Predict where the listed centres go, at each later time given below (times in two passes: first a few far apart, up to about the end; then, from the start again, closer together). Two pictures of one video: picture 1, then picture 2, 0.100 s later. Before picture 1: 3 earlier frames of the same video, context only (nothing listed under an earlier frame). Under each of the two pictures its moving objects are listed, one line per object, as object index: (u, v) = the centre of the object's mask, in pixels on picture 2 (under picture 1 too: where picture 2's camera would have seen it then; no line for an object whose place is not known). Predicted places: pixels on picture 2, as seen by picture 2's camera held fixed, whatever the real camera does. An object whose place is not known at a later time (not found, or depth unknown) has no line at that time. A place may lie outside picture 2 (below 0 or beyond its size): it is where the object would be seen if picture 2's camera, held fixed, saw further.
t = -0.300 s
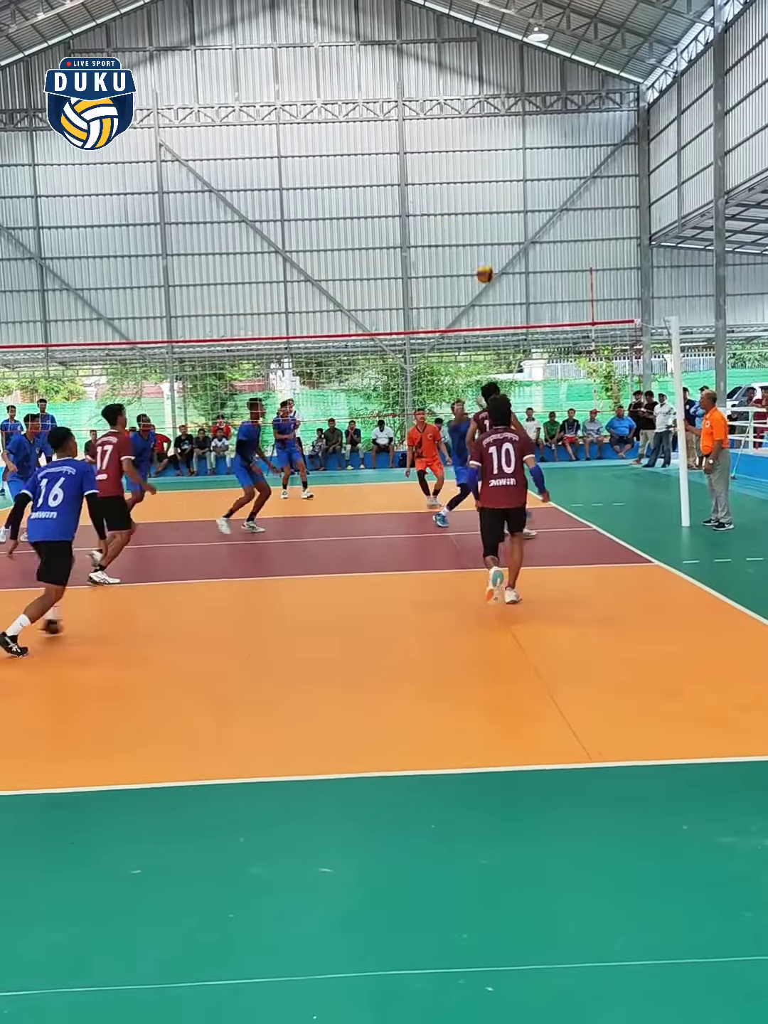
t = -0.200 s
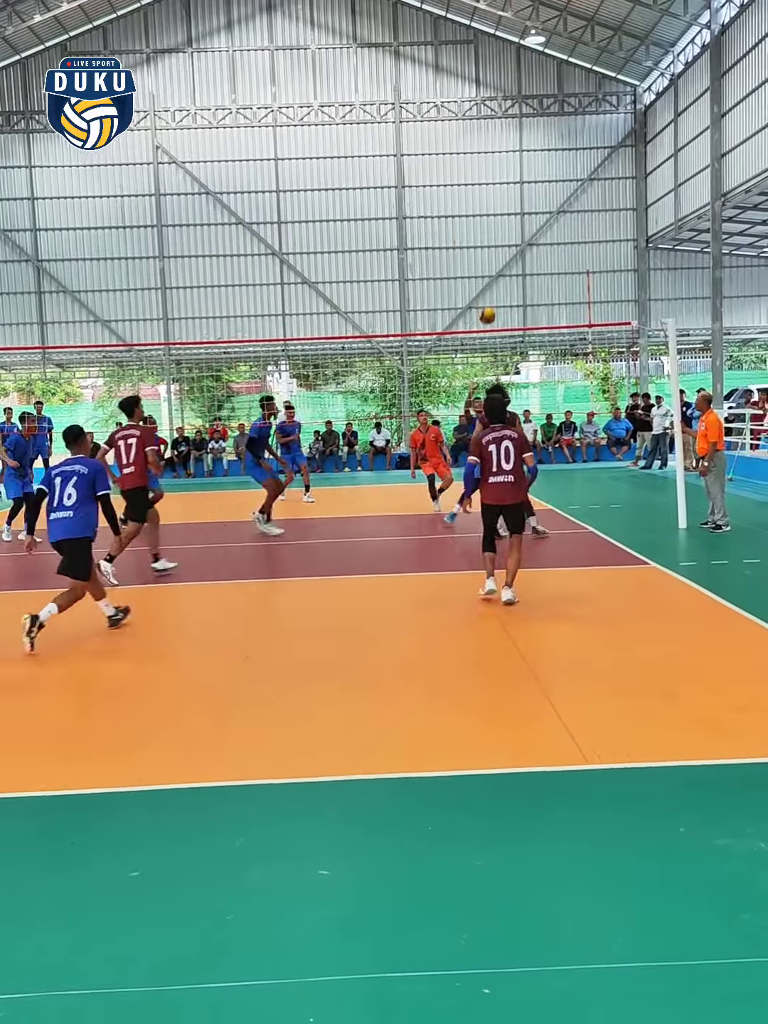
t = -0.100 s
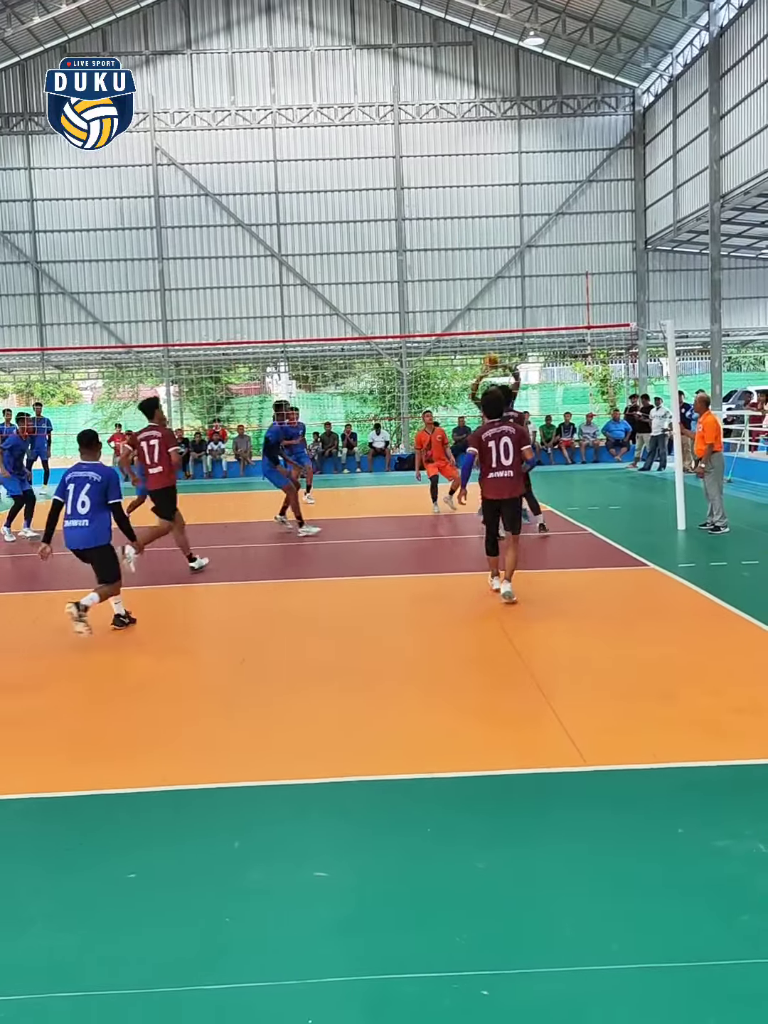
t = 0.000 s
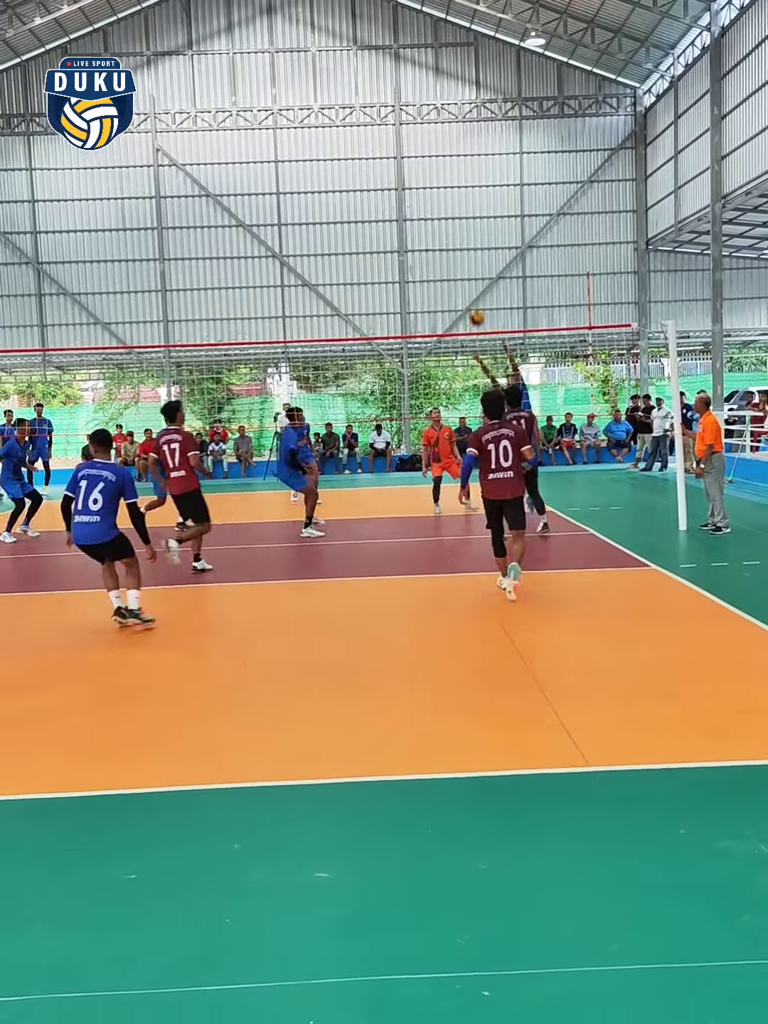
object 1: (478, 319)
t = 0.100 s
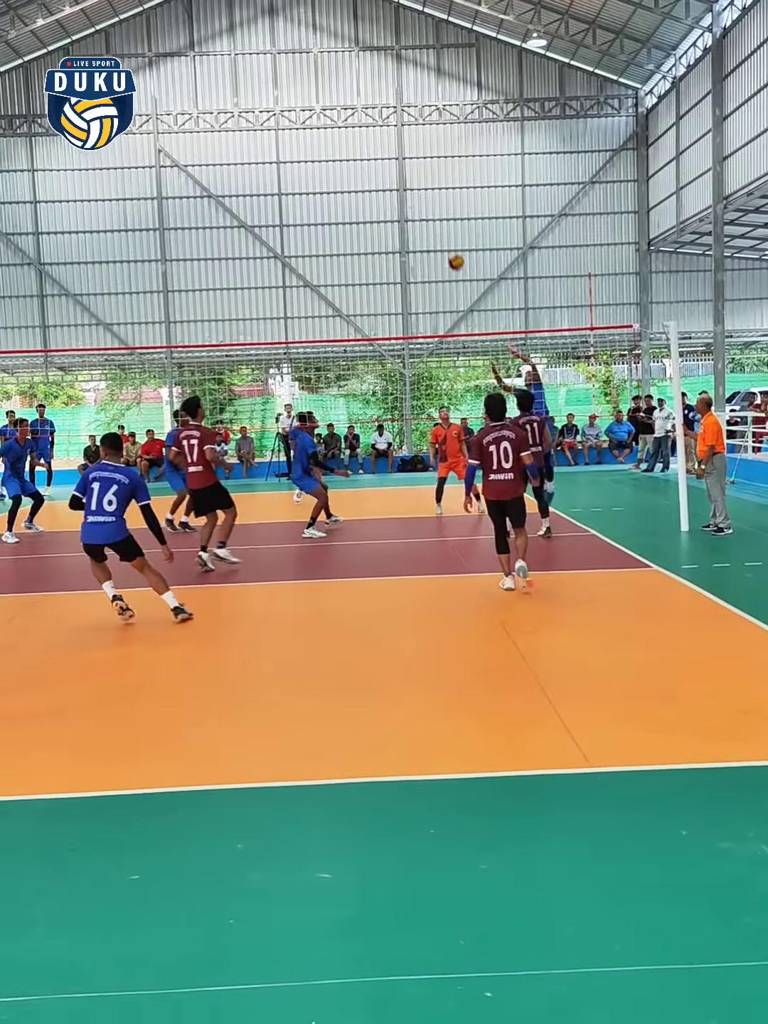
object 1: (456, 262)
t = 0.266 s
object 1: (419, 185)
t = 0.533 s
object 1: (365, 104)
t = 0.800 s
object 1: (313, 81)
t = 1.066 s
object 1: (265, 115)
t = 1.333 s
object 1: (218, 201)
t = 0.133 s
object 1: (448, 245)
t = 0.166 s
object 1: (441, 228)
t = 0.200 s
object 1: (434, 214)
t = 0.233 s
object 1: (426, 197)
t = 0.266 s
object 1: (419, 185)
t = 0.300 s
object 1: (412, 171)
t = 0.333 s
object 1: (405, 160)
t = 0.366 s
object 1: (399, 148)
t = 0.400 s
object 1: (392, 137)
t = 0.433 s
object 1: (384, 127)
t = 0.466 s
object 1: (378, 119)
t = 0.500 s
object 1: (371, 111)
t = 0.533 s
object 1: (365, 104)
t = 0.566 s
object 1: (358, 98)
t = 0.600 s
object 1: (351, 93)
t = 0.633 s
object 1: (344, 88)
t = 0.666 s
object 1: (338, 85)
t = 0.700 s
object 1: (332, 83)
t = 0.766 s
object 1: (320, 80)
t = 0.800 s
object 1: (313, 81)
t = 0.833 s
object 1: (307, 82)
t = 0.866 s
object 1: (302, 84)
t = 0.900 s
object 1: (296, 87)
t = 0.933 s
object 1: (290, 91)
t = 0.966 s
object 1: (284, 95)
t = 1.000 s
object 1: (278, 101)
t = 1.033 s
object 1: (271, 107)
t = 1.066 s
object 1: (265, 115)
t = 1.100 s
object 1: (259, 122)
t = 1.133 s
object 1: (252, 131)
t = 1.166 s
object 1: (246, 141)
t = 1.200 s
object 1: (240, 152)
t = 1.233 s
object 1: (234, 163)
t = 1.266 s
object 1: (230, 175)
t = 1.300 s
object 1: (224, 188)
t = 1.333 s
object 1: (218, 201)
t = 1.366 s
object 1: (213, 216)
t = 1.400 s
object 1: (208, 232)
